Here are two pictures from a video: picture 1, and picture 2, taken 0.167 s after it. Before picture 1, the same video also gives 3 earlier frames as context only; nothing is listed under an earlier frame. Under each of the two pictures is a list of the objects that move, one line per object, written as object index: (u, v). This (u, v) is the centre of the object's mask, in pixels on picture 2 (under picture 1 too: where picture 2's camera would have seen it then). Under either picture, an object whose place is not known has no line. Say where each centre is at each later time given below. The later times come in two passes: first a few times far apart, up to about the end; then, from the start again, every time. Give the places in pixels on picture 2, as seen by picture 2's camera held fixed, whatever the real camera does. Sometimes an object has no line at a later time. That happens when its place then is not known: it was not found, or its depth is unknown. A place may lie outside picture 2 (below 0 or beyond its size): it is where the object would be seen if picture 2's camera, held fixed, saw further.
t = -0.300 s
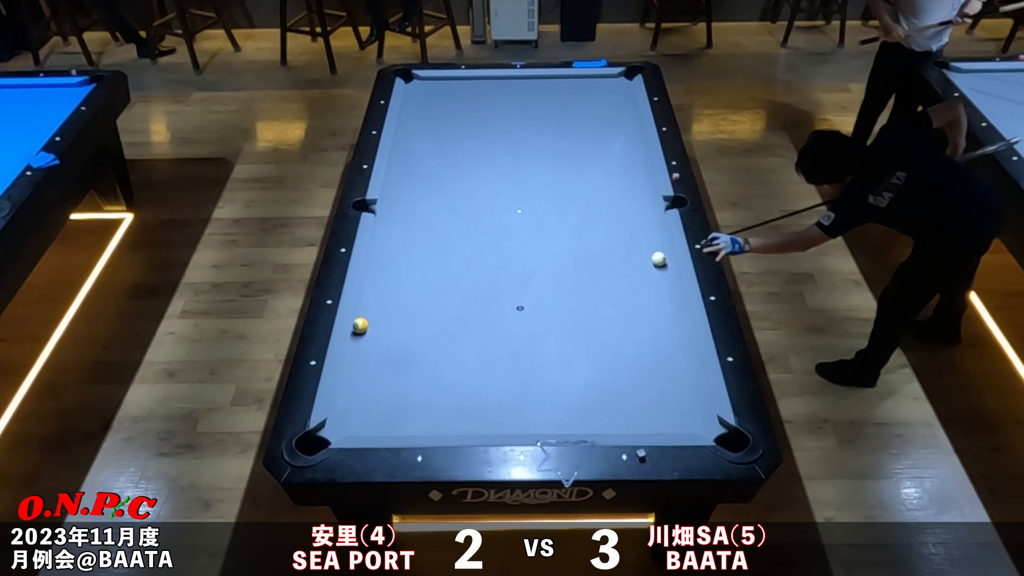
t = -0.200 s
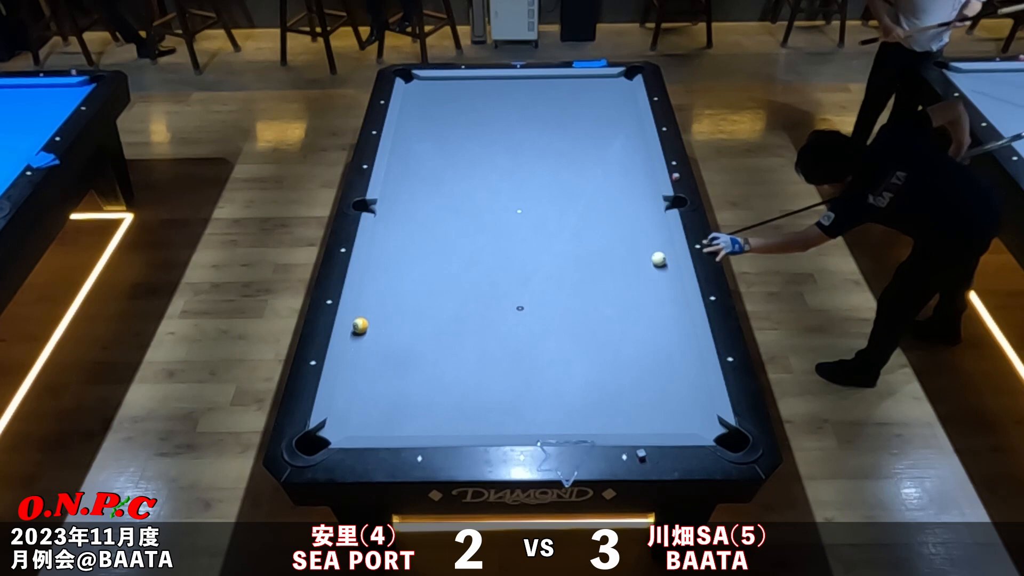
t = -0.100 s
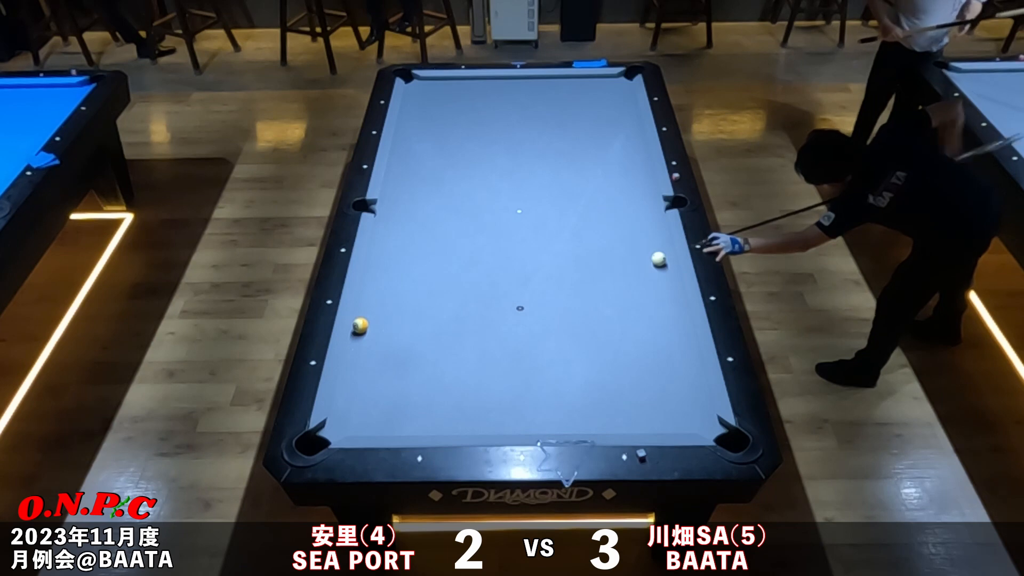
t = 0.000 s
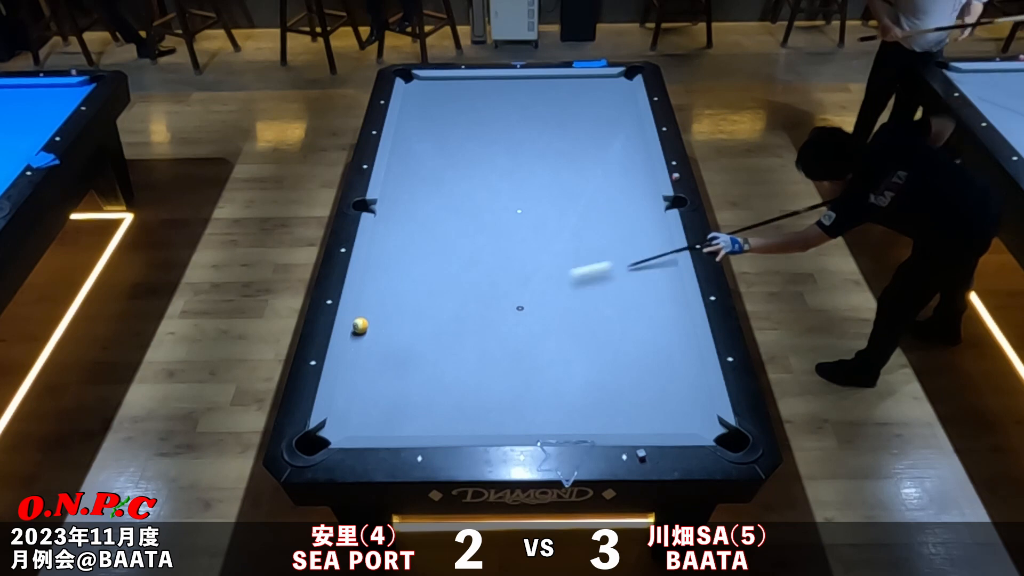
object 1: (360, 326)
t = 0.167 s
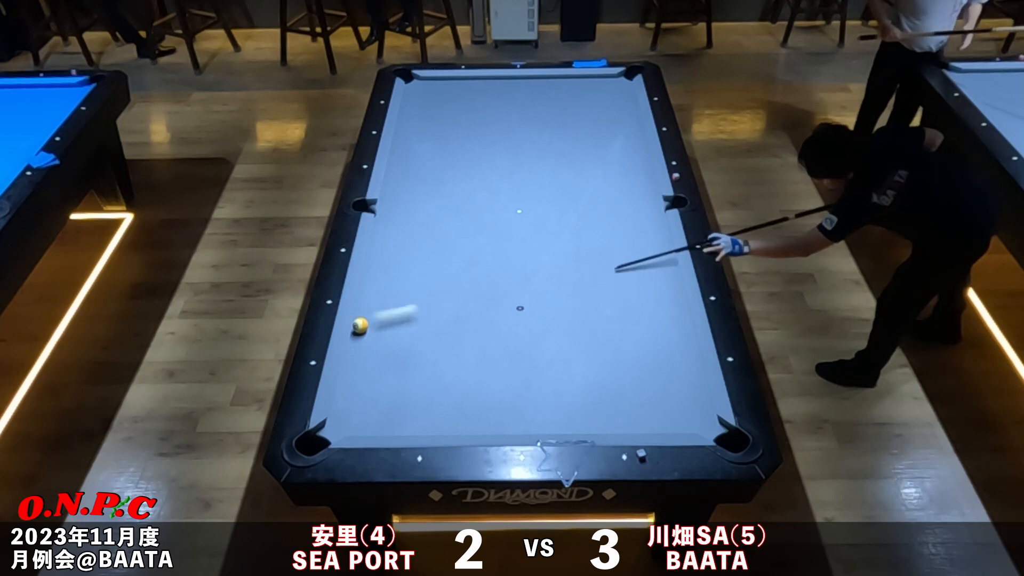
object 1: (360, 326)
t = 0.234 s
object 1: (382, 338)
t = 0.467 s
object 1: (534, 392)
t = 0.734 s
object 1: (684, 421)
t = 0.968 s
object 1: (650, 385)
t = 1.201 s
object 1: (593, 351)
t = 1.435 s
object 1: (542, 320)
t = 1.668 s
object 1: (497, 292)
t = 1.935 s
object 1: (450, 264)
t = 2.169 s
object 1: (413, 242)
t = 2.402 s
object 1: (380, 222)
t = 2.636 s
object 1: (400, 213)
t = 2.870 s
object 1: (419, 205)
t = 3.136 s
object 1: (438, 196)
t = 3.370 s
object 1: (454, 189)
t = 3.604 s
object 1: (468, 182)
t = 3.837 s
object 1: (481, 177)
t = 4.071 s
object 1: (493, 171)
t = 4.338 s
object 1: (505, 166)
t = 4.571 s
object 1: (515, 161)
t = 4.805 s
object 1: (524, 157)
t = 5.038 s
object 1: (531, 153)
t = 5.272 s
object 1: (538, 150)
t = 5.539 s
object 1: (545, 146)
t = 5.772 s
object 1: (550, 144)
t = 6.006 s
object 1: (555, 142)
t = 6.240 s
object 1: (558, 140)
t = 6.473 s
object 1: (561, 138)
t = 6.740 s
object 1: (564, 137)
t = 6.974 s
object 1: (565, 136)
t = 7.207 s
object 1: (566, 136)
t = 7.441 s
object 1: (566, 136)
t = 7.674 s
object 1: (566, 136)
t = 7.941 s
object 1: (566, 136)
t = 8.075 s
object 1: (566, 136)
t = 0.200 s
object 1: (361, 328)
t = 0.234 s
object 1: (382, 338)
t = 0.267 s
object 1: (404, 346)
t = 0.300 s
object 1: (426, 354)
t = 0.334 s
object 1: (448, 362)
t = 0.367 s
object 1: (470, 369)
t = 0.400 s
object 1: (492, 377)
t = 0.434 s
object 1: (513, 384)
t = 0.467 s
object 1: (534, 392)
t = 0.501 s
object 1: (554, 399)
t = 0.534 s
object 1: (575, 406)
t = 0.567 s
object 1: (594, 412)
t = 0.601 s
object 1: (613, 417)
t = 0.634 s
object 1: (633, 423)
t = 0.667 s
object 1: (652, 425)
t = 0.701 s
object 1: (669, 423)
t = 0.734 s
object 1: (684, 421)
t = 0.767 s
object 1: (700, 416)
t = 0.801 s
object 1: (703, 412)
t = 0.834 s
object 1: (690, 407)
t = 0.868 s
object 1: (679, 401)
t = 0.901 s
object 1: (668, 395)
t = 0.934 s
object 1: (659, 390)
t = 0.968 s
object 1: (650, 385)
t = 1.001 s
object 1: (642, 380)
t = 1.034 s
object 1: (634, 375)
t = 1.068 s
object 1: (625, 370)
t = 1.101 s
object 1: (617, 365)
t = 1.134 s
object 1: (609, 360)
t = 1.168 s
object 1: (601, 356)
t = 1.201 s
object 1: (593, 351)
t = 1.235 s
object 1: (586, 346)
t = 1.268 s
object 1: (578, 342)
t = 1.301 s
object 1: (571, 337)
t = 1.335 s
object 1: (563, 333)
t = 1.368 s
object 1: (556, 328)
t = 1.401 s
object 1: (549, 324)
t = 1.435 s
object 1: (542, 320)
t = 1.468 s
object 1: (536, 316)
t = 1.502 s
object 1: (529, 312)
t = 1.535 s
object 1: (522, 308)
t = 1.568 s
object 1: (516, 304)
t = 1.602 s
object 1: (509, 300)
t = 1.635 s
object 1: (503, 296)
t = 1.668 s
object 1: (497, 292)
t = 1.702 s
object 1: (490, 289)
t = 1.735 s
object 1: (484, 285)
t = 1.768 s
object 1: (478, 282)
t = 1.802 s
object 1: (473, 278)
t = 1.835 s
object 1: (467, 274)
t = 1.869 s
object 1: (461, 271)
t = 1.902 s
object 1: (456, 268)
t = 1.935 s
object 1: (450, 264)
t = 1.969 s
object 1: (444, 261)
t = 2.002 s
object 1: (439, 258)
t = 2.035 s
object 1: (434, 254)
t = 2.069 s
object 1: (428, 251)
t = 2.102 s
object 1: (423, 248)
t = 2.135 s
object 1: (418, 245)
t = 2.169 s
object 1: (413, 242)
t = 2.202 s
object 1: (408, 239)
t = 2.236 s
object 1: (403, 236)
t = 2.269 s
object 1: (398, 233)
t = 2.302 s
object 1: (393, 230)
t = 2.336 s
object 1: (388, 228)
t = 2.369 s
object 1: (384, 225)
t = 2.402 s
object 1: (380, 222)
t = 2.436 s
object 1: (382, 220)
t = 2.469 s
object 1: (386, 219)
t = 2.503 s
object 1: (389, 218)
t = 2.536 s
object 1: (392, 217)
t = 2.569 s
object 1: (395, 215)
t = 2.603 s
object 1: (397, 214)
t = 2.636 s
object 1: (400, 213)
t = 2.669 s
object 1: (403, 212)
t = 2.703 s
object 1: (405, 210)
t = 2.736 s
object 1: (408, 209)
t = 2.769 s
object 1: (411, 208)
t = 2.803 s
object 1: (413, 207)
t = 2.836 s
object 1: (416, 206)
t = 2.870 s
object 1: (419, 205)
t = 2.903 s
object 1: (421, 203)
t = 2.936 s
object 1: (424, 202)
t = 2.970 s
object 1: (426, 201)
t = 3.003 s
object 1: (428, 201)
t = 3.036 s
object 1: (431, 199)
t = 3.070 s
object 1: (433, 198)
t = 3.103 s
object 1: (436, 197)
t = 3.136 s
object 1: (438, 196)
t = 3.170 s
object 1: (440, 195)
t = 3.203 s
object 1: (442, 194)
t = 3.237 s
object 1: (445, 193)
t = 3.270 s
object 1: (447, 192)
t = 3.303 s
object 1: (449, 191)
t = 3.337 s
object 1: (451, 190)
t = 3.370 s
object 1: (454, 189)
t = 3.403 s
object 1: (455, 188)
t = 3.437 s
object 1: (458, 187)
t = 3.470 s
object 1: (460, 186)
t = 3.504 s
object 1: (462, 185)
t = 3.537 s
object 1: (464, 184)
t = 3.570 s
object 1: (466, 183)
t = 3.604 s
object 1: (468, 182)
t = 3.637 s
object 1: (470, 182)
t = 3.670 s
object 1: (471, 181)
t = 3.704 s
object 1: (473, 180)
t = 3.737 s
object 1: (475, 179)
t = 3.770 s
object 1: (477, 178)
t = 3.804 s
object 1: (479, 177)
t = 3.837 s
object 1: (481, 177)
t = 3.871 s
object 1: (482, 176)
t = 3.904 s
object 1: (484, 175)
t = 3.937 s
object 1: (486, 174)
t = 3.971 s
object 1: (488, 174)
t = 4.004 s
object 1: (490, 173)
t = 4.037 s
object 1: (491, 172)
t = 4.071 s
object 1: (493, 171)
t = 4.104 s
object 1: (494, 171)
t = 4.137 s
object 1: (496, 170)
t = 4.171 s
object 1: (498, 169)
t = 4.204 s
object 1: (499, 168)
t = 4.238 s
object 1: (501, 168)
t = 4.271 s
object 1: (502, 167)
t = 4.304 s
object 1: (504, 166)
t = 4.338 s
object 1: (505, 166)
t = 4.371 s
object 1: (507, 165)
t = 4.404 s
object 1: (508, 164)
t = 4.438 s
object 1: (509, 164)
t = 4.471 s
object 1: (511, 163)
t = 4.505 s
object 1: (512, 162)
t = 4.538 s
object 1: (514, 162)
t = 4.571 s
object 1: (515, 161)
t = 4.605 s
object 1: (516, 160)
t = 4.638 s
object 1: (518, 160)
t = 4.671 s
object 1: (519, 159)
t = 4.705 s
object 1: (520, 159)
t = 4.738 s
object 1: (521, 158)
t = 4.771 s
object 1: (523, 157)
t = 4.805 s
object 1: (524, 157)
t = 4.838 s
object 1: (525, 156)
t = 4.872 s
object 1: (526, 156)
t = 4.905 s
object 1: (527, 155)
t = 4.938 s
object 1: (528, 155)
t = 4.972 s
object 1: (529, 154)
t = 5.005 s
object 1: (530, 153)
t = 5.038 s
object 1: (531, 153)
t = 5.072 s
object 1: (532, 152)
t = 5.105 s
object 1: (533, 152)
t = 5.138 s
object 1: (534, 152)
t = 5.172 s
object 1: (535, 151)
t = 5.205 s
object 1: (536, 151)
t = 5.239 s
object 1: (537, 150)
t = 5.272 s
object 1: (538, 150)
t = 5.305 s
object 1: (539, 149)
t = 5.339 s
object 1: (540, 149)
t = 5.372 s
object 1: (541, 148)
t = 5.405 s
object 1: (542, 148)
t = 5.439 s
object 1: (543, 148)
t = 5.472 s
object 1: (543, 147)
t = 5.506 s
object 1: (544, 147)
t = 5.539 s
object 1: (545, 146)
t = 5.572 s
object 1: (546, 146)
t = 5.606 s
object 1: (547, 146)
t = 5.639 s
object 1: (547, 145)
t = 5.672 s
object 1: (548, 145)
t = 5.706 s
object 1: (549, 145)
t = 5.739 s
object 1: (549, 144)
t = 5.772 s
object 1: (550, 144)
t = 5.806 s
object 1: (551, 143)
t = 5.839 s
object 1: (552, 143)
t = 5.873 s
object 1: (552, 143)
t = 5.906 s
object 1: (553, 142)
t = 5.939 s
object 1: (553, 142)
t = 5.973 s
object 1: (554, 142)
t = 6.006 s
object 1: (555, 142)
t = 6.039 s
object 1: (555, 141)
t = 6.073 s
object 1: (556, 141)
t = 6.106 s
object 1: (557, 141)
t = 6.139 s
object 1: (557, 141)
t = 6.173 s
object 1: (557, 140)
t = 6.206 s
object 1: (558, 140)
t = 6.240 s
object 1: (558, 140)
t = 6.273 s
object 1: (559, 139)
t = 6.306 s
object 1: (559, 139)
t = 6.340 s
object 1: (560, 139)
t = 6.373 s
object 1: (560, 139)
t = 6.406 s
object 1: (561, 139)
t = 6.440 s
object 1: (561, 139)
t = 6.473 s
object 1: (561, 138)
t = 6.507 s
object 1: (562, 138)
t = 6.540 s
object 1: (562, 138)
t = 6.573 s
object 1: (562, 138)
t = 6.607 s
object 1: (563, 138)
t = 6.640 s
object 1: (563, 138)
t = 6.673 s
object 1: (563, 137)
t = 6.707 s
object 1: (563, 137)
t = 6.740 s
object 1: (564, 137)
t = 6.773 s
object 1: (564, 137)
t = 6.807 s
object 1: (564, 137)
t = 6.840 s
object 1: (564, 137)
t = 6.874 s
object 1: (565, 136)
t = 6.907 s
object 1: (565, 136)
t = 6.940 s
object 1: (565, 136)
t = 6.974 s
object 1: (565, 136)
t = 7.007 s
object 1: (565, 136)
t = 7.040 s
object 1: (565, 136)
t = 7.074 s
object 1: (565, 136)
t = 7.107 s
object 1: (565, 136)
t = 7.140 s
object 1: (566, 136)
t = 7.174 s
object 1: (566, 136)
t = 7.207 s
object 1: (566, 136)
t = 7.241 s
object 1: (566, 136)
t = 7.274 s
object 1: (566, 136)
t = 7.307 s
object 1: (566, 136)
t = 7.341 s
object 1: (566, 136)
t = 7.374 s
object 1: (566, 136)
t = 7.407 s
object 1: (566, 136)
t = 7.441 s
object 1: (566, 136)
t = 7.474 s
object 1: (566, 136)
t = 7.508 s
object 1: (566, 136)
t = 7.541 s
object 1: (566, 136)
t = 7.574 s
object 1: (566, 136)
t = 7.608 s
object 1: (566, 136)
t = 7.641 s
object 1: (566, 136)
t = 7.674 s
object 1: (566, 136)
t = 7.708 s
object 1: (566, 136)
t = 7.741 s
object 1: (566, 136)
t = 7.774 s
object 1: (566, 136)
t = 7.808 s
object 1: (566, 136)
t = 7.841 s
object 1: (566, 136)
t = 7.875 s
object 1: (566, 136)
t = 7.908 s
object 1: (566, 136)
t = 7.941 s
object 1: (566, 136)
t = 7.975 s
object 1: (566, 136)
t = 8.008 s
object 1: (566, 136)
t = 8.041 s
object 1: (566, 136)
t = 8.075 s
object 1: (566, 136)
